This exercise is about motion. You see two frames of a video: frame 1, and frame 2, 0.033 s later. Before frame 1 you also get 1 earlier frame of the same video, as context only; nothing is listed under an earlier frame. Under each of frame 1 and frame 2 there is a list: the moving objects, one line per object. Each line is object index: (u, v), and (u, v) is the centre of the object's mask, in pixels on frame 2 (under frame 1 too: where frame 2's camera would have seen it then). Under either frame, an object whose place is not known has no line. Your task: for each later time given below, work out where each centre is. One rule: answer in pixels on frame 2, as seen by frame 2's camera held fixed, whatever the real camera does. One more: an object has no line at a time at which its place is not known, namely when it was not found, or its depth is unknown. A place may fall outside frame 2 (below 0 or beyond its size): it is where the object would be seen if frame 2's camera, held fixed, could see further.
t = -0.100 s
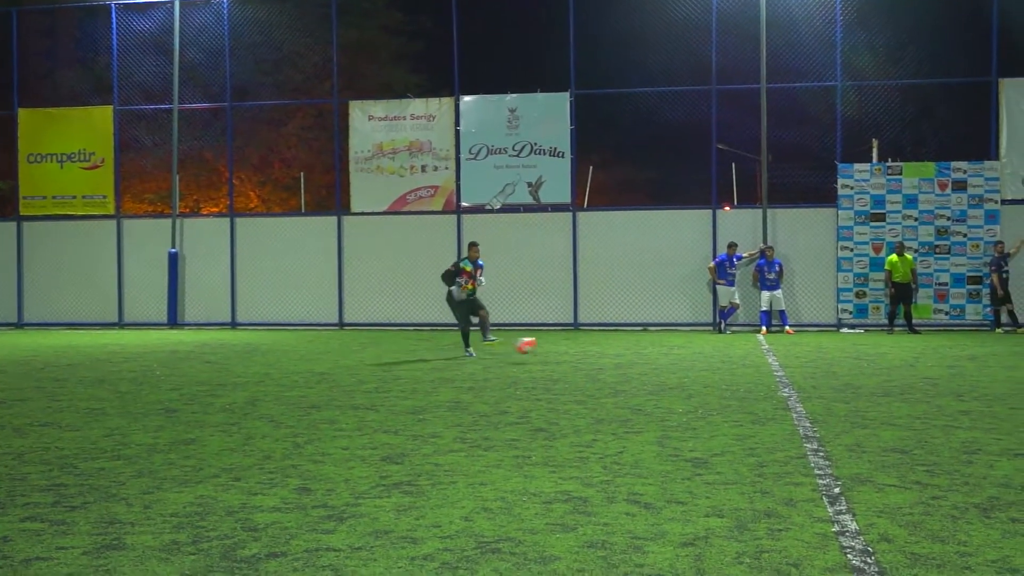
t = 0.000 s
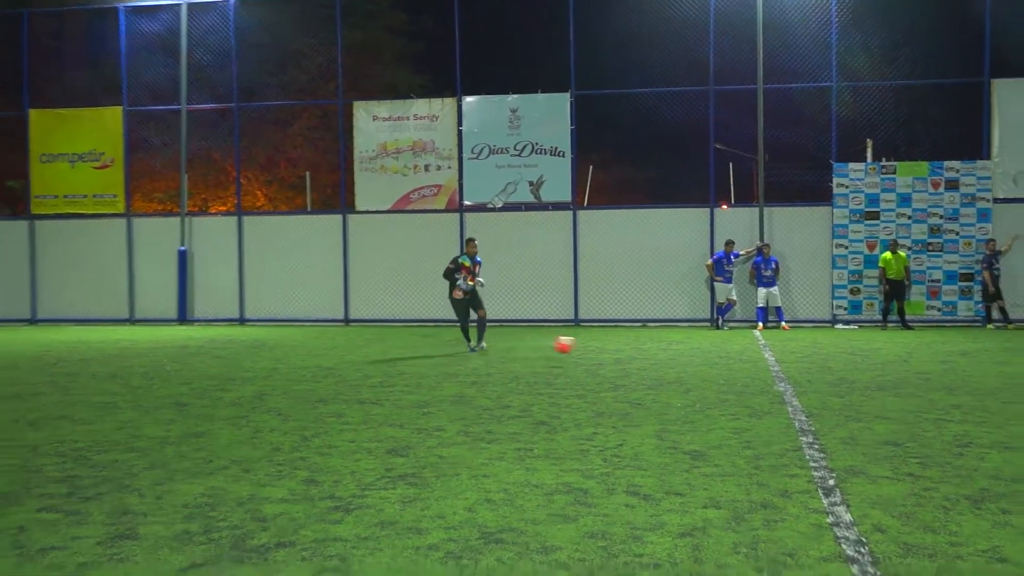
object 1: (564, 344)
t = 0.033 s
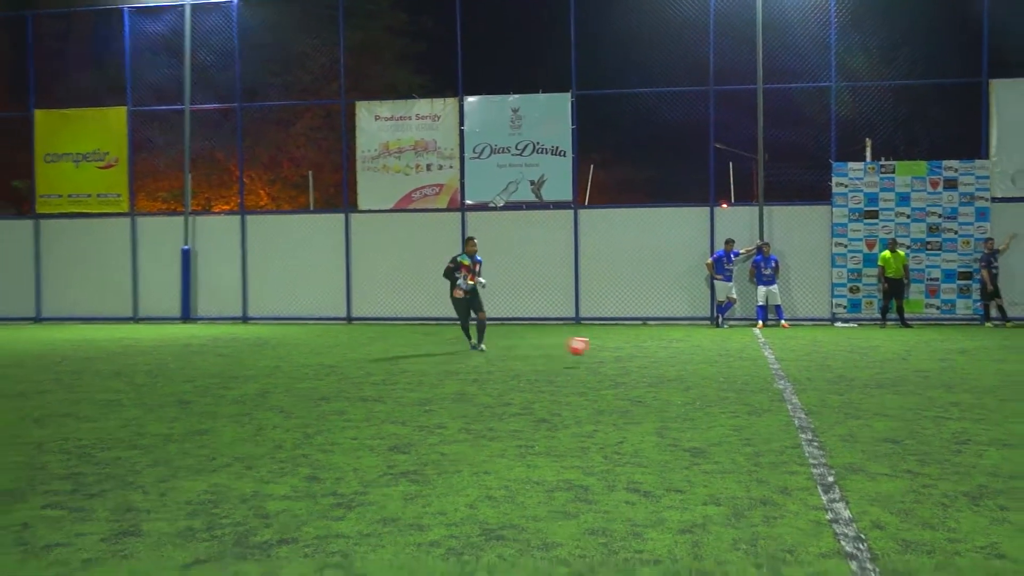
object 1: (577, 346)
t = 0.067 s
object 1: (592, 349)
